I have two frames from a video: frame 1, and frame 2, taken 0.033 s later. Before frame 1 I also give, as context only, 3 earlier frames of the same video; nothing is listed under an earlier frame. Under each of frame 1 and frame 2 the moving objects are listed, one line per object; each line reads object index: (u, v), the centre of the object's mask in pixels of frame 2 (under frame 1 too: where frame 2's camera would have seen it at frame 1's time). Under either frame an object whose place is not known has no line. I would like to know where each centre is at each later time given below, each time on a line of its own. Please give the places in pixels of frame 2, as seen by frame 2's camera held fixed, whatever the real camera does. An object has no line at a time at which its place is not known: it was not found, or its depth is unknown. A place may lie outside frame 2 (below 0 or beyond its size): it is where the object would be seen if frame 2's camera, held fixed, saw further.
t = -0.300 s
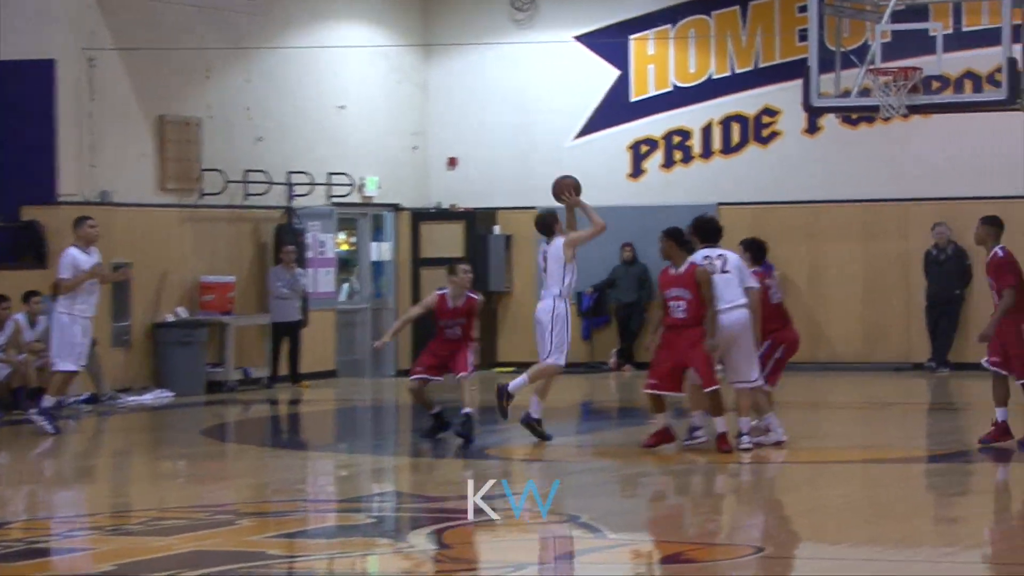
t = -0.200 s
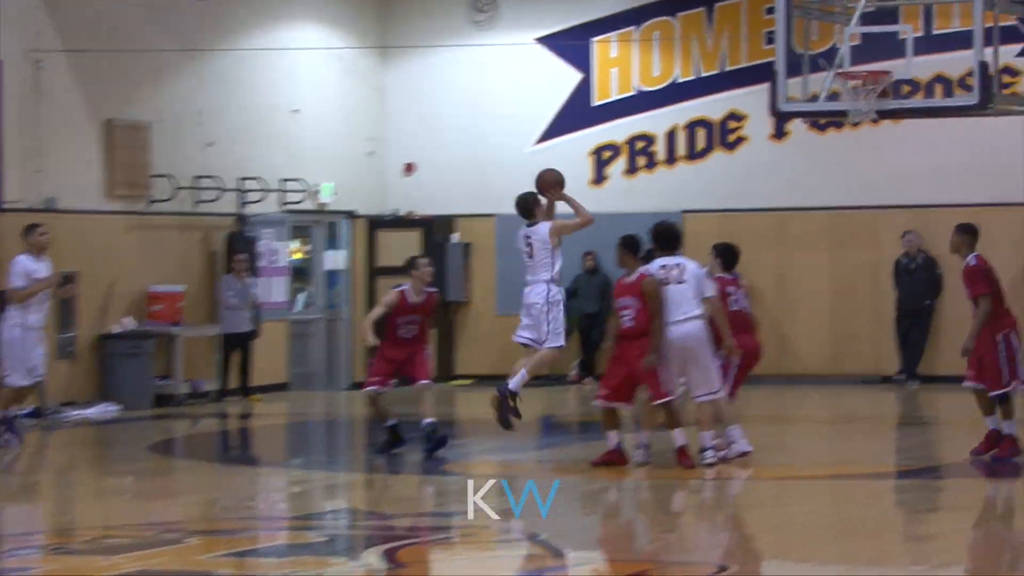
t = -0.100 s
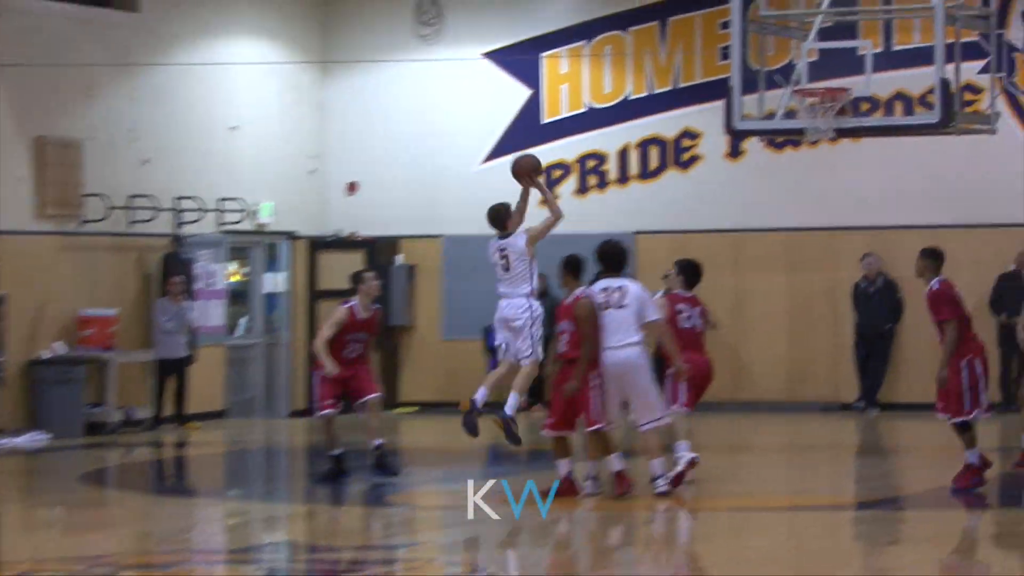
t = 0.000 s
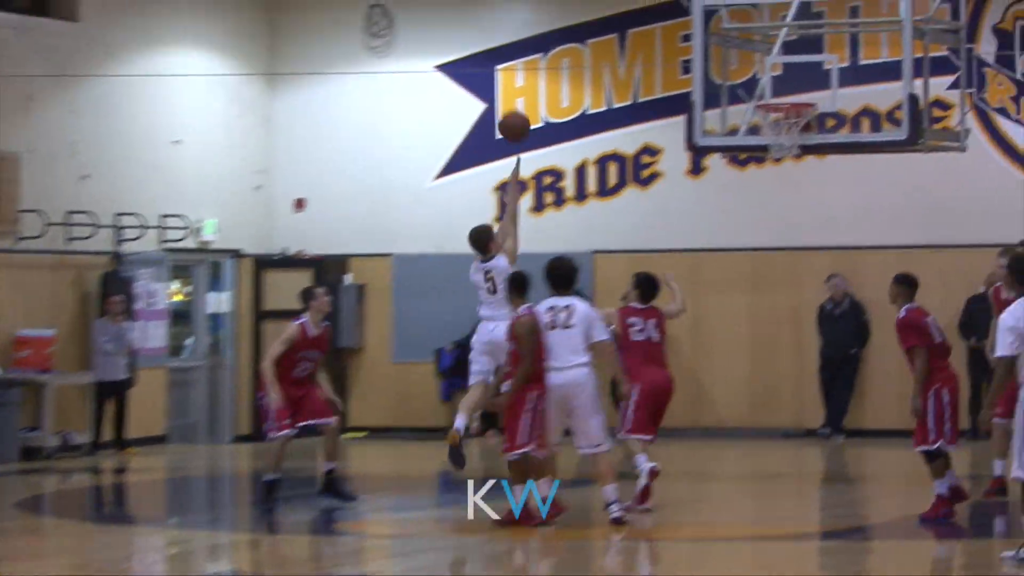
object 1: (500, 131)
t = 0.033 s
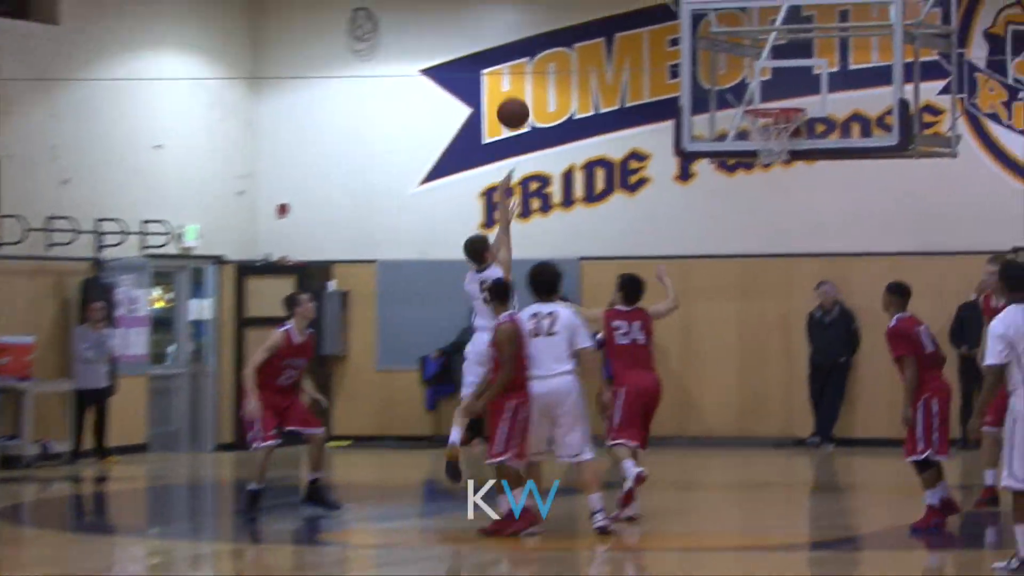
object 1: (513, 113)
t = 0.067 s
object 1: (525, 98)
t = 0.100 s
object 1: (538, 84)
